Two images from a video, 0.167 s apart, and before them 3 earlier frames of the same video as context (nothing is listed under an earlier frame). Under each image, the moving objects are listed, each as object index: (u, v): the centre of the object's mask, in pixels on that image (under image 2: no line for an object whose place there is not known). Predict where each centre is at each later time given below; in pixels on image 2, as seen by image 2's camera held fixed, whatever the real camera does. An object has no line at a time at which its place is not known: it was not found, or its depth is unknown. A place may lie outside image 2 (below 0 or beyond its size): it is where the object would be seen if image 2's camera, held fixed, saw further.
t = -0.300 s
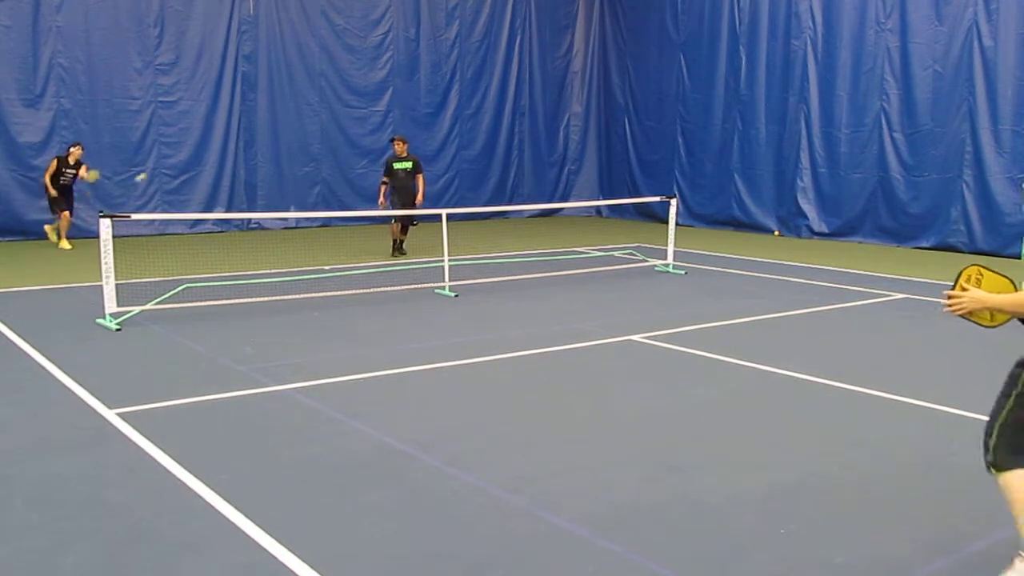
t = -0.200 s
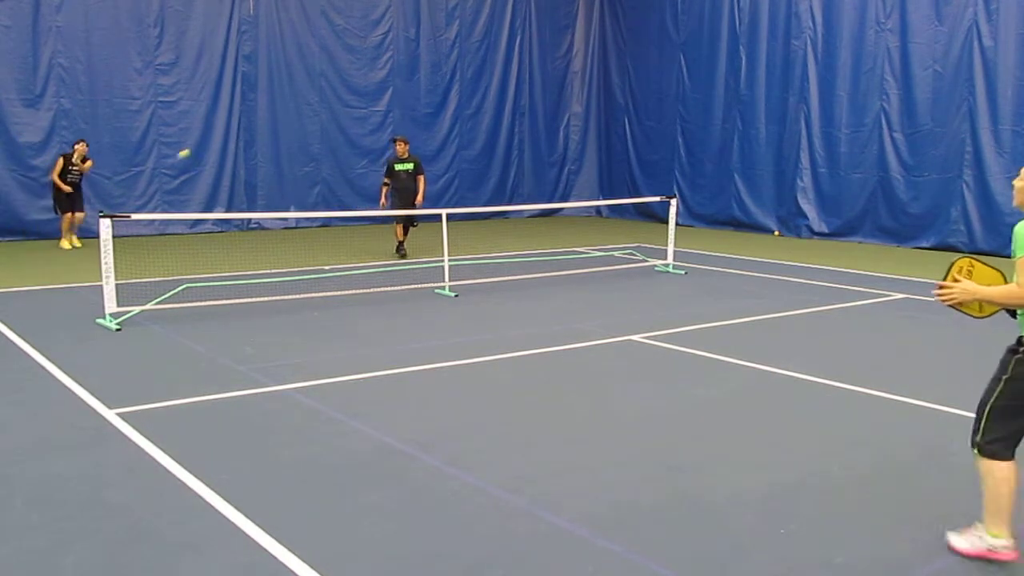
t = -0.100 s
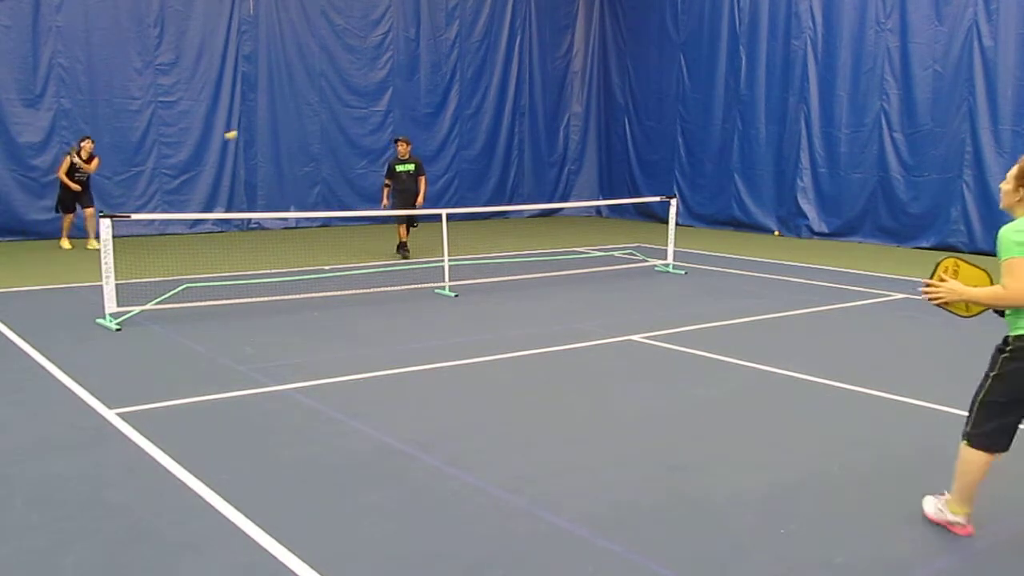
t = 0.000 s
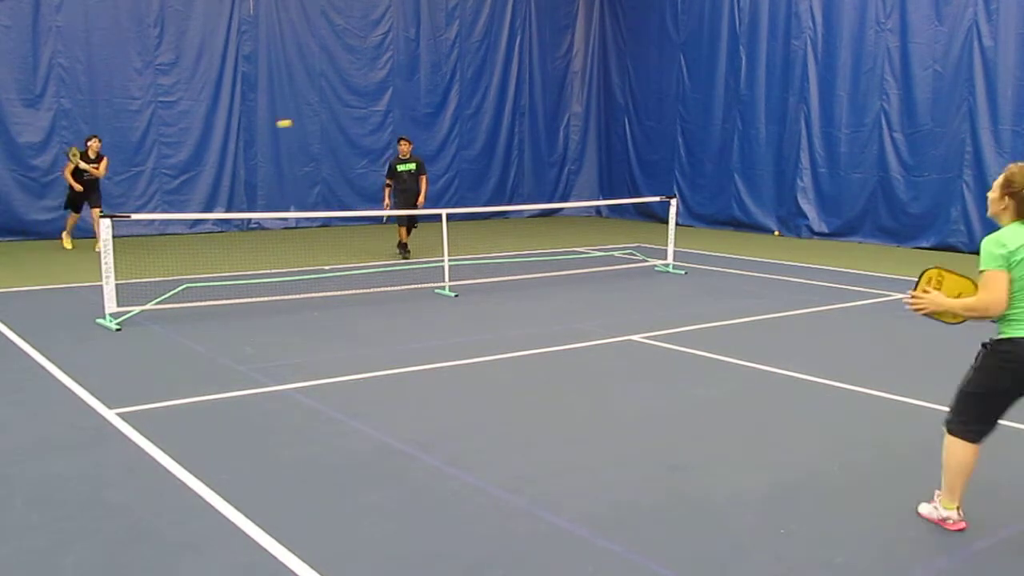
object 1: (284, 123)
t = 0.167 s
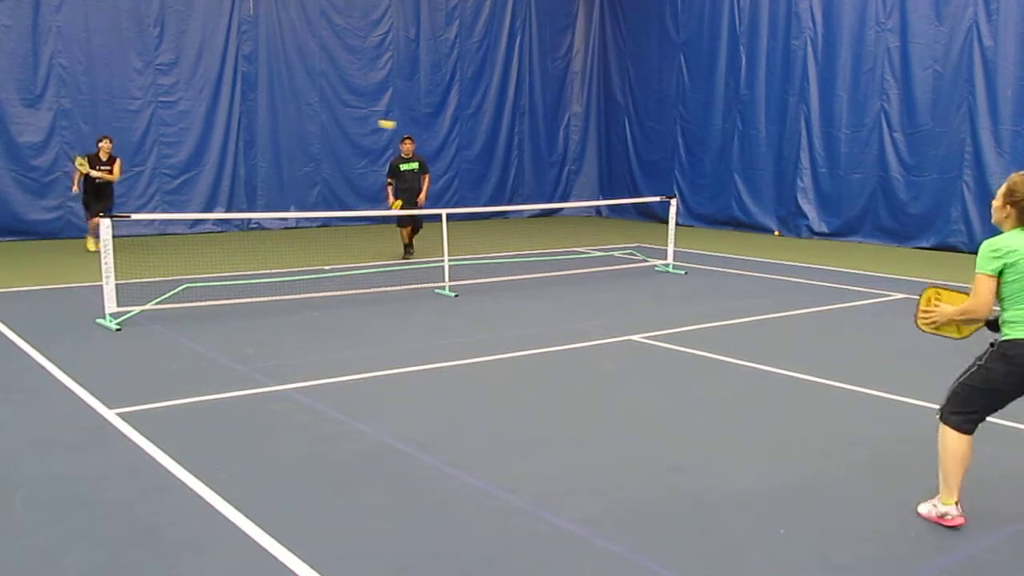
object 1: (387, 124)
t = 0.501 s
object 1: (659, 236)
